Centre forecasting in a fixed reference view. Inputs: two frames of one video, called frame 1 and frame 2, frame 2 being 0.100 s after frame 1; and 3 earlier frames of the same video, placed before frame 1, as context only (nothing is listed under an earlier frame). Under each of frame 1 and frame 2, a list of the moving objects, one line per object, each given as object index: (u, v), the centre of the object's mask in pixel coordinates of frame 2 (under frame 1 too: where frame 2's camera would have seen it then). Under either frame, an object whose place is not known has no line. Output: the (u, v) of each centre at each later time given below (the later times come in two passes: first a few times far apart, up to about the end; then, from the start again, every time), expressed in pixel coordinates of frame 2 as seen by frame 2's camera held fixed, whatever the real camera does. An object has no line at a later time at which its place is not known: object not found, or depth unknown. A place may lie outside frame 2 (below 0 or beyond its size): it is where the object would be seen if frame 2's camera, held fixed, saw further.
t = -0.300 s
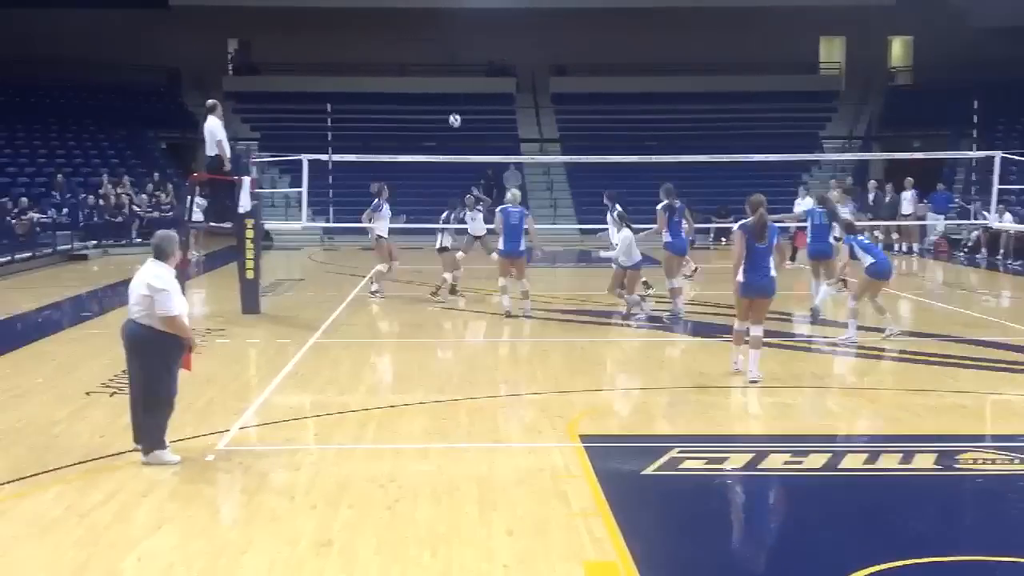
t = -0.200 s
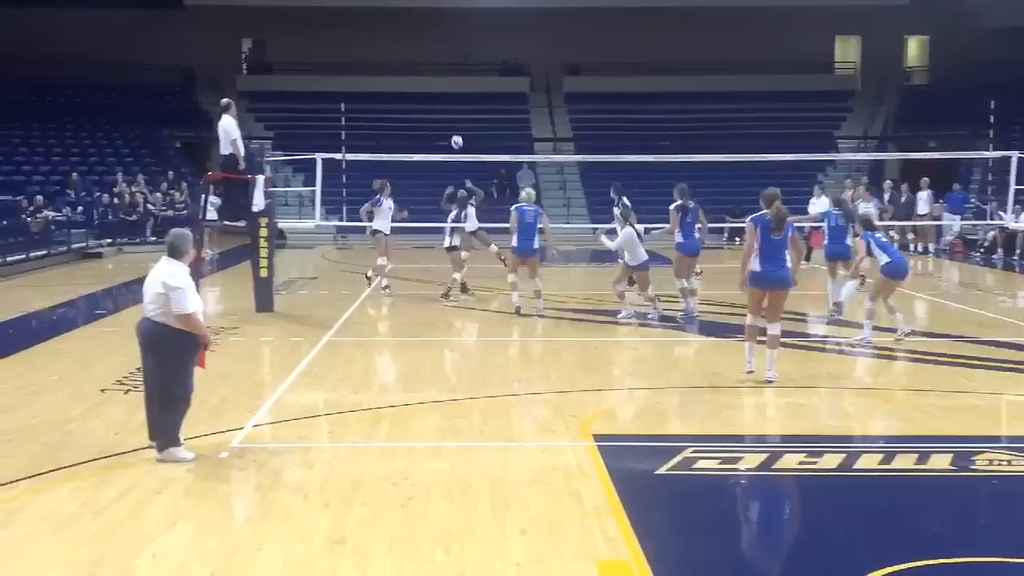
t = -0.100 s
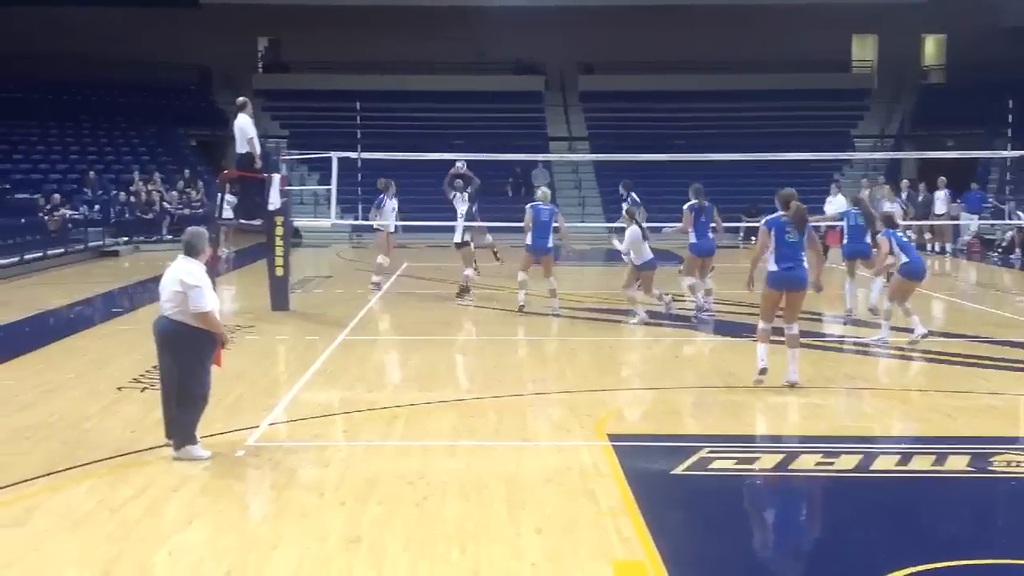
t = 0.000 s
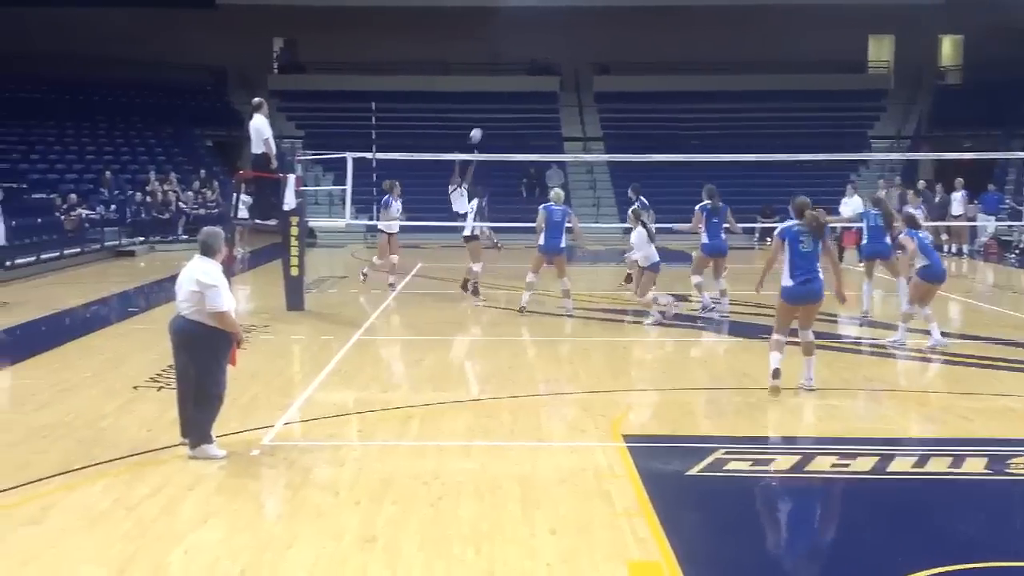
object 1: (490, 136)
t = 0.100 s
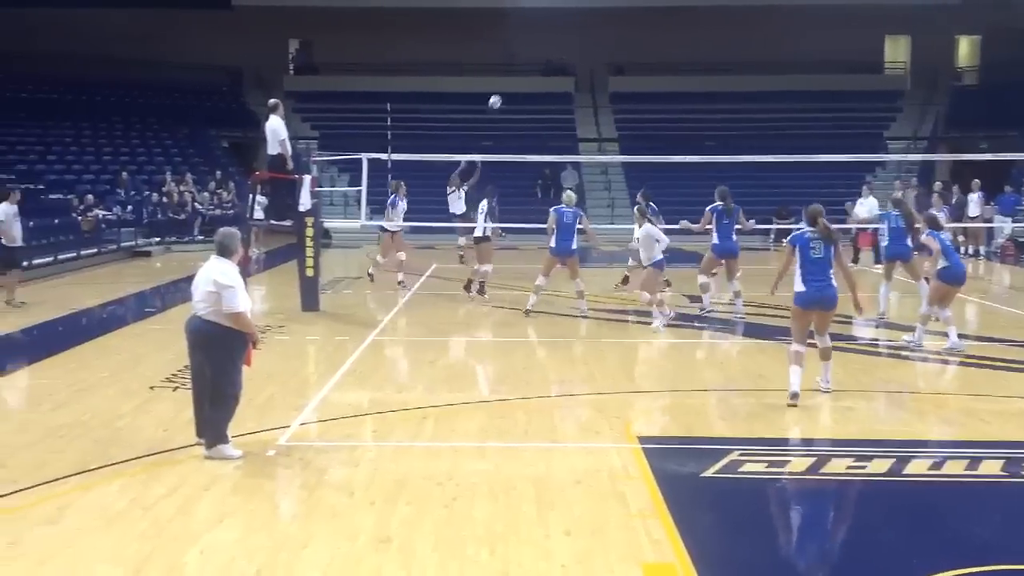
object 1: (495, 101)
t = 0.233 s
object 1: (501, 63)
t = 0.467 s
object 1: (514, 17)
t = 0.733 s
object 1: (528, 1)
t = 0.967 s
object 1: (540, 24)
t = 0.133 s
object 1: (496, 91)
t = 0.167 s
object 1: (498, 81)
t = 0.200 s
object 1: (499, 72)
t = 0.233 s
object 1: (501, 63)
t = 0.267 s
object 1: (503, 55)
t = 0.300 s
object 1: (505, 47)
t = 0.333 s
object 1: (507, 40)
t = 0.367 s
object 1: (508, 33)
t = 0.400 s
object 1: (510, 27)
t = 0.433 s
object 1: (512, 22)
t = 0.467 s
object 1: (514, 17)
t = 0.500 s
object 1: (515, 13)
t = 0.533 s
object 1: (517, 9)
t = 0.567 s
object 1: (519, 6)
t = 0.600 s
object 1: (521, 4)
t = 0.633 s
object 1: (523, 2)
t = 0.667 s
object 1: (524, 1)
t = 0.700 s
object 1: (527, 1)
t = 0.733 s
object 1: (528, 1)
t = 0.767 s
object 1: (530, 2)
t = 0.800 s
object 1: (532, 4)
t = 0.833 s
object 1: (533, 7)
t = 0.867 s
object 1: (535, 10)
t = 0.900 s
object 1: (537, 14)
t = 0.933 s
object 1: (538, 18)
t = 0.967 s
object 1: (540, 24)
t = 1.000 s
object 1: (541, 29)
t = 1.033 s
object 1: (543, 37)
